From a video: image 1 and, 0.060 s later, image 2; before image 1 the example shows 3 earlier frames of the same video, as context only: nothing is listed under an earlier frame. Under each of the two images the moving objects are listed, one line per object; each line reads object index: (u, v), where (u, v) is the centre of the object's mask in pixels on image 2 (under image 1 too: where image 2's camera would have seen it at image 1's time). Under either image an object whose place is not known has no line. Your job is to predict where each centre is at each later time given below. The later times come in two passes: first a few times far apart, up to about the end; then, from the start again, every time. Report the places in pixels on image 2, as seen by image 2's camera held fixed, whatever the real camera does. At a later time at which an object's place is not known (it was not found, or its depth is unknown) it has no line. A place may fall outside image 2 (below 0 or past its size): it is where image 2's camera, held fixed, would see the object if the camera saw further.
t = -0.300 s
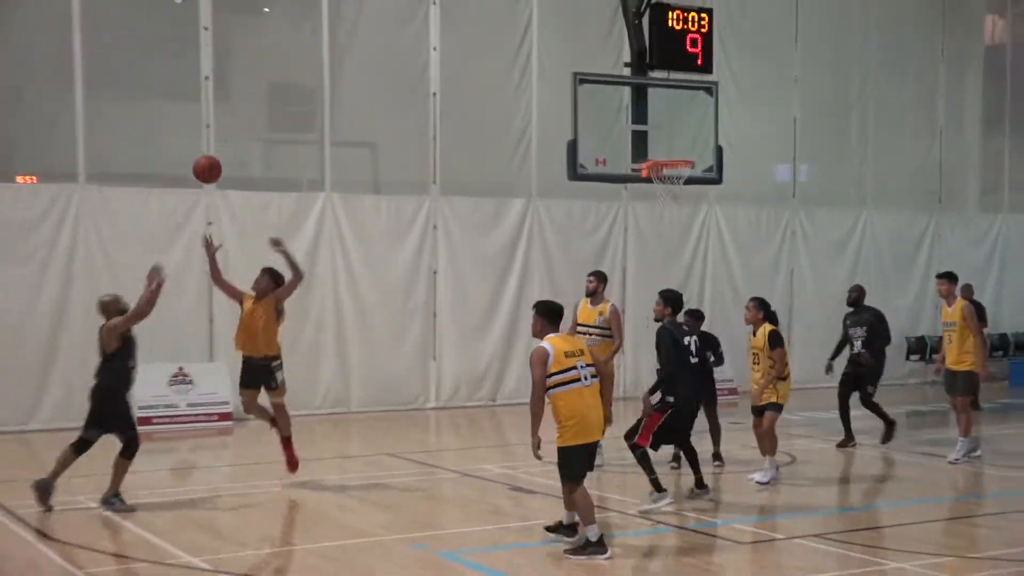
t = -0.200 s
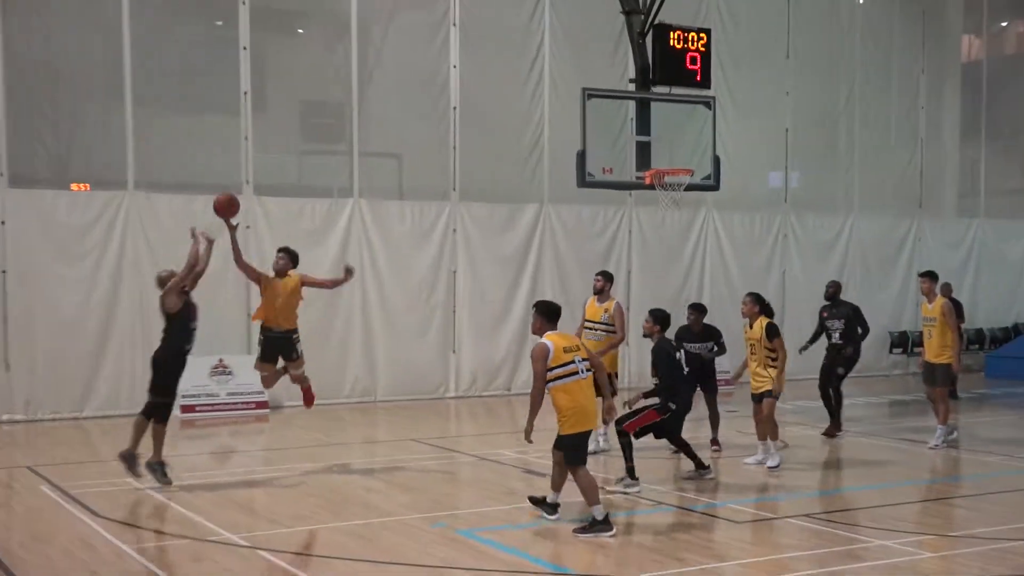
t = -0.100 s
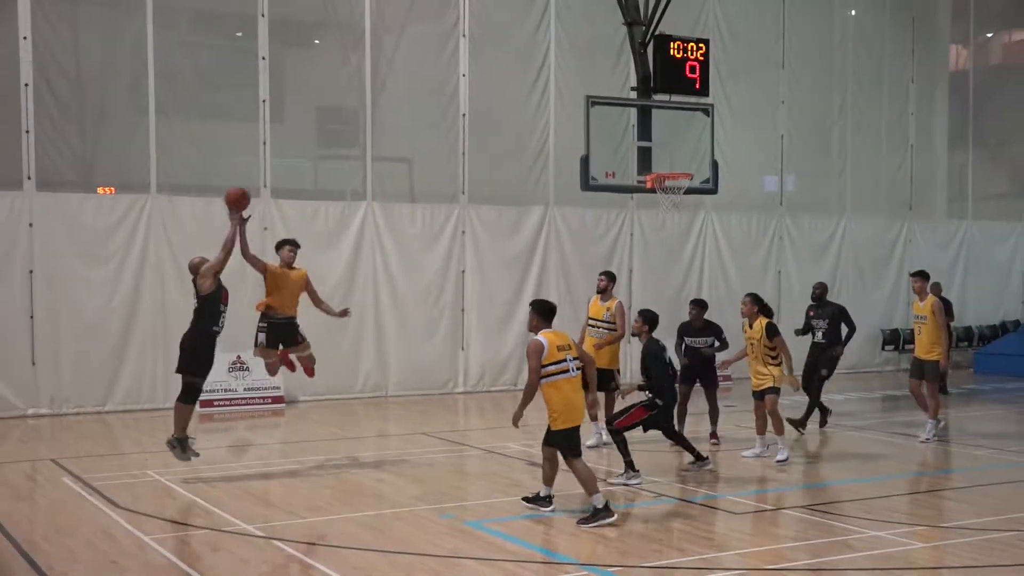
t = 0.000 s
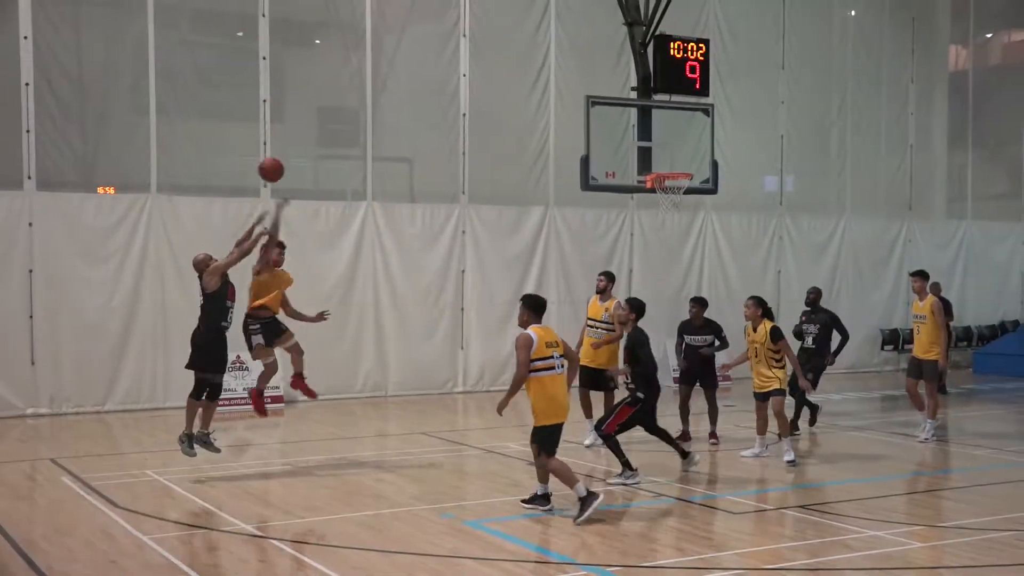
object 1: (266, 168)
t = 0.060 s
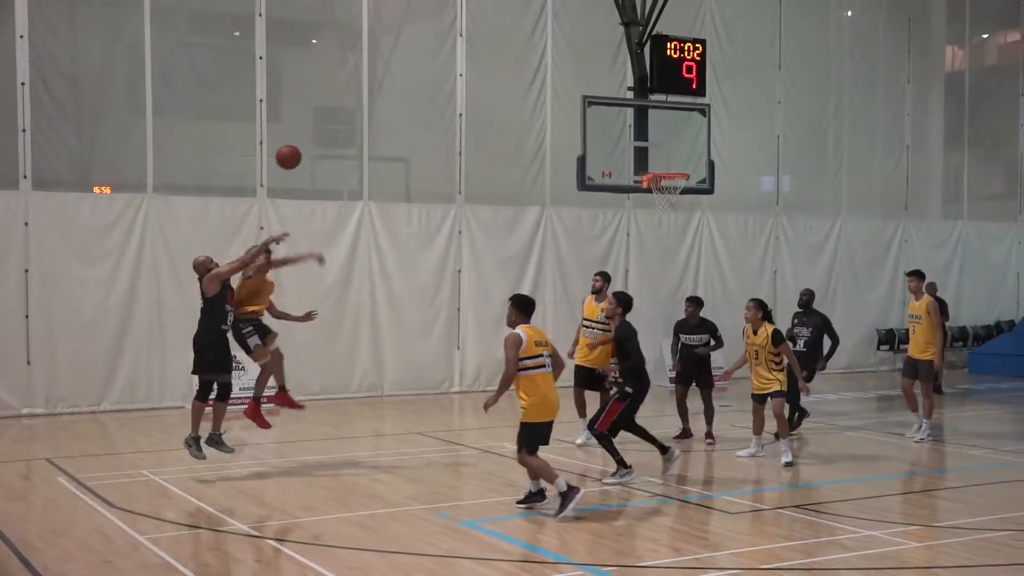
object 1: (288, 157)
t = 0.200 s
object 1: (337, 141)
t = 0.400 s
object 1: (405, 154)
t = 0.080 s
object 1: (295, 154)
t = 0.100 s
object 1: (302, 151)
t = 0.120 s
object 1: (309, 148)
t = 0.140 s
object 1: (316, 146)
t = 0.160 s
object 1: (323, 144)
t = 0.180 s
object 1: (330, 142)
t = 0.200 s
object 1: (337, 141)
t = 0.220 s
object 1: (344, 141)
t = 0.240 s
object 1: (351, 141)
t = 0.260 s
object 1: (357, 141)
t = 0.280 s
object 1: (364, 141)
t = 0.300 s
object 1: (371, 143)
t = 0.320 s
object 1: (378, 144)
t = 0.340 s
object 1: (385, 146)
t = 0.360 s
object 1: (391, 148)
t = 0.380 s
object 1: (398, 151)
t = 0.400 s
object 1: (405, 154)
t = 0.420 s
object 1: (411, 157)
